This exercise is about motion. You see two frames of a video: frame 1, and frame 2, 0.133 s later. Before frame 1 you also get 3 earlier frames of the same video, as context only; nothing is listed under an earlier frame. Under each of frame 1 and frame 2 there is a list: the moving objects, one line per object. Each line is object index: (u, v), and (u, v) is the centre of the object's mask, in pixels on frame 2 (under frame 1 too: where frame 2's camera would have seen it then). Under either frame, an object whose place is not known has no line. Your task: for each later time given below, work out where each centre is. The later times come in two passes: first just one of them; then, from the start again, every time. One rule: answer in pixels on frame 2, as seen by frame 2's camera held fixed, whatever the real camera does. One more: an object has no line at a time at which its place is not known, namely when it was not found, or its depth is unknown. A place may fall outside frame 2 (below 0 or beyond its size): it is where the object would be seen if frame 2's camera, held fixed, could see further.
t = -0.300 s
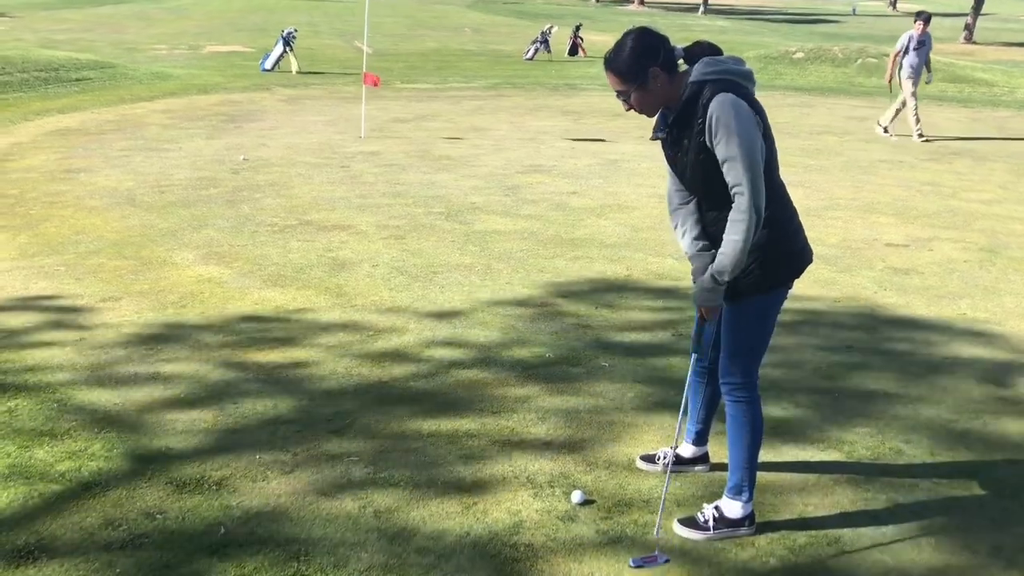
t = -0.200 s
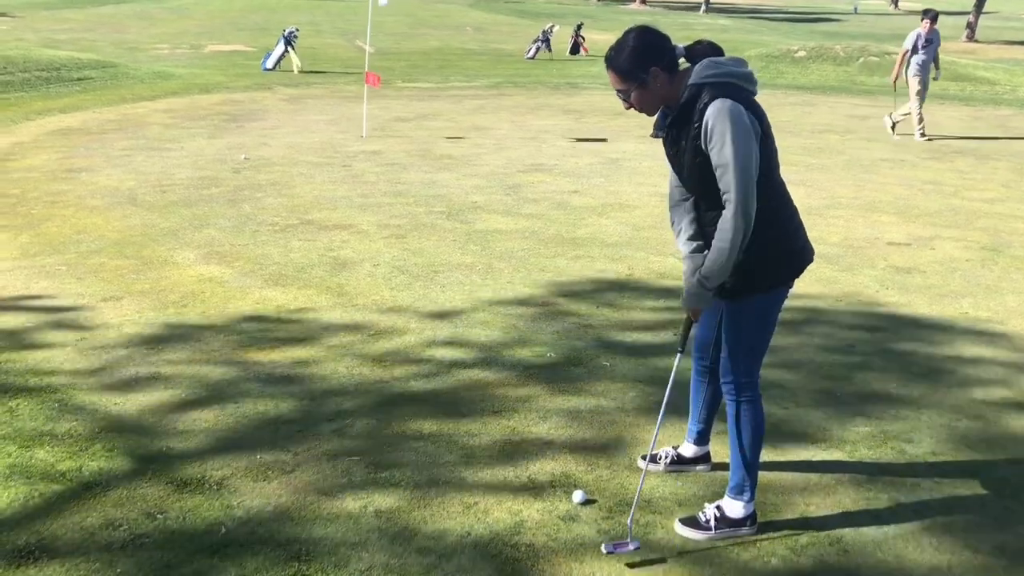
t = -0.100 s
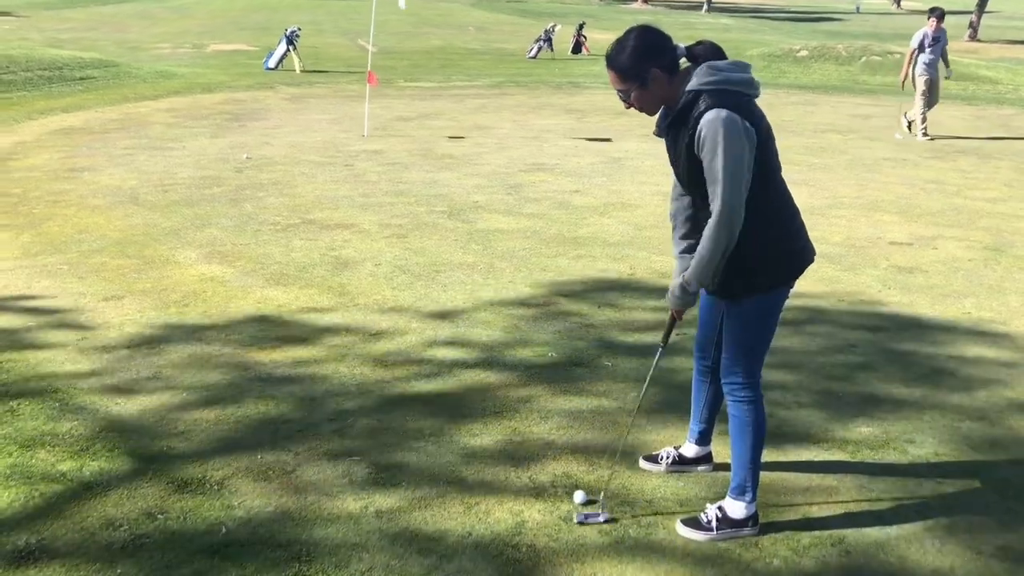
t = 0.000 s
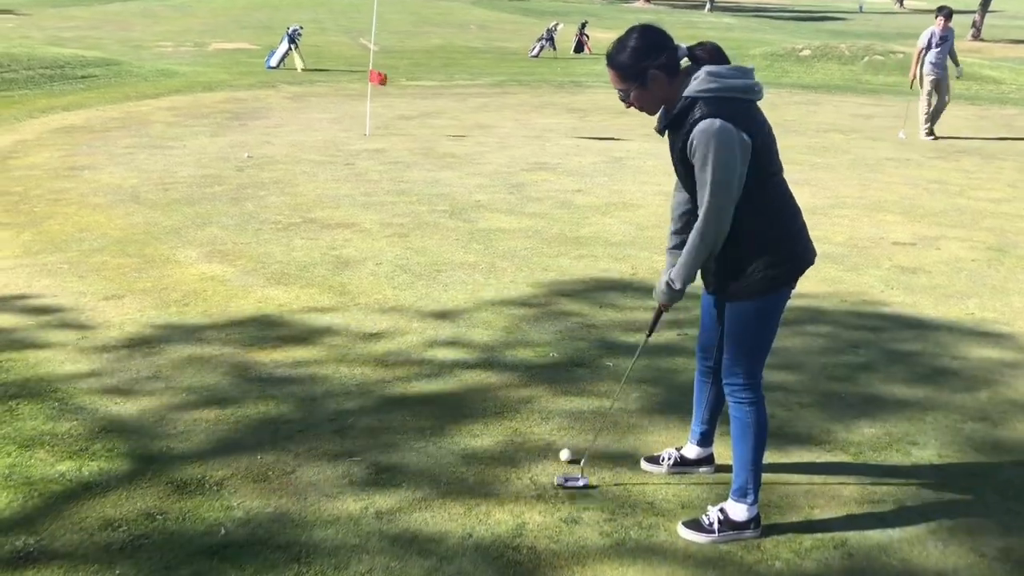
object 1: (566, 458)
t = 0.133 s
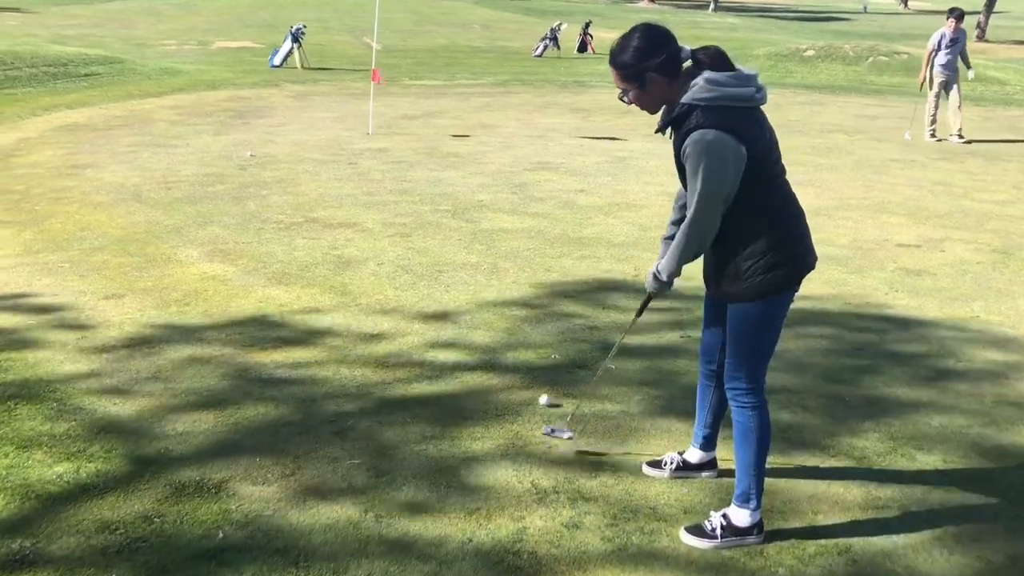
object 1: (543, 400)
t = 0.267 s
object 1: (528, 363)
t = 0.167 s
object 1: (540, 390)
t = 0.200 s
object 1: (536, 380)
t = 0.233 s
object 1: (532, 371)
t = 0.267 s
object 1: (528, 363)
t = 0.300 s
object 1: (525, 355)
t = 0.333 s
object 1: (522, 348)
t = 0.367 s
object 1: (519, 342)
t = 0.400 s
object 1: (516, 335)
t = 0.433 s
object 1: (512, 329)
